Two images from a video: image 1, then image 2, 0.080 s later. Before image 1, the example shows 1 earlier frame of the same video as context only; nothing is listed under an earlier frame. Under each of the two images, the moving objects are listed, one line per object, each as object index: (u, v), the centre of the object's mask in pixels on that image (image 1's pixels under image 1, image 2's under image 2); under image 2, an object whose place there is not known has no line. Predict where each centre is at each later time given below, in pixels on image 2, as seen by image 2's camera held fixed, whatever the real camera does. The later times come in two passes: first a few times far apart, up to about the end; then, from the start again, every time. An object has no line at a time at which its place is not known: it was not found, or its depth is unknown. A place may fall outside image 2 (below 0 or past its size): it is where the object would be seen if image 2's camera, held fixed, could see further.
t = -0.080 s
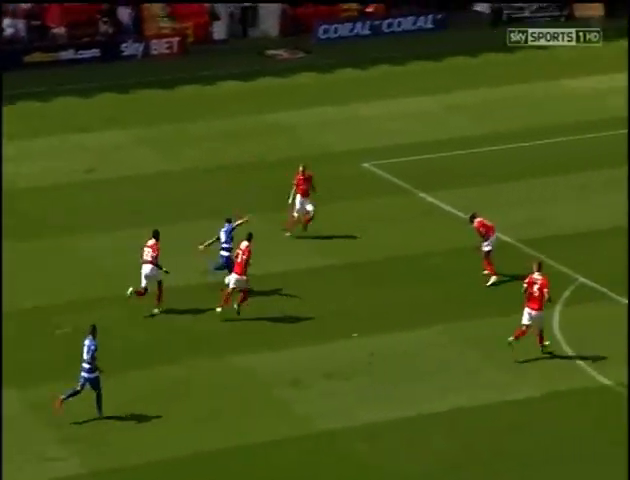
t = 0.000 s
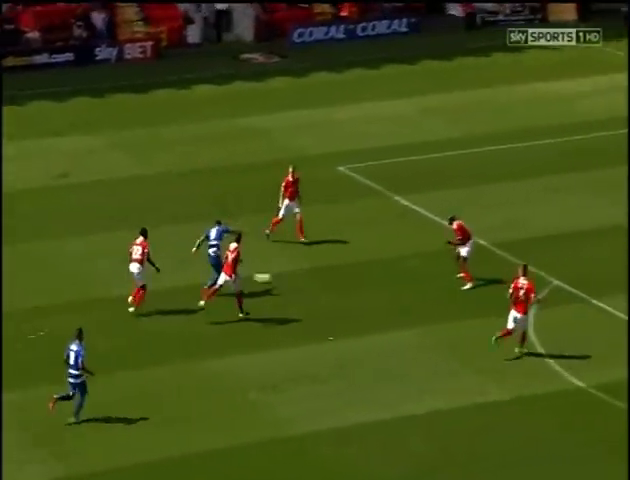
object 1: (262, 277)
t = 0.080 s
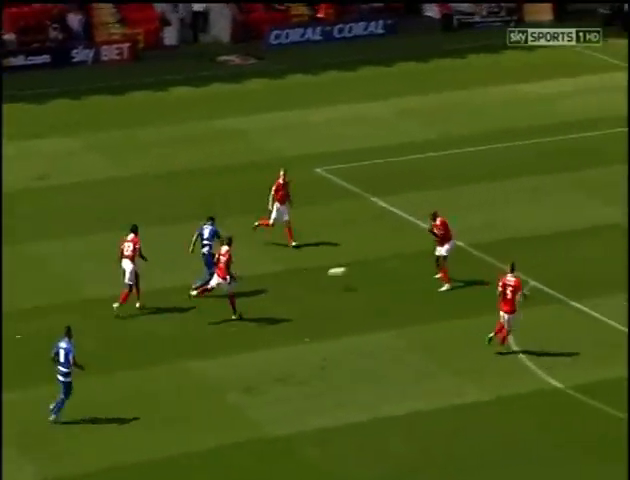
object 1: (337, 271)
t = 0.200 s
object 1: (475, 262)
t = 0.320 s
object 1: (605, 258)
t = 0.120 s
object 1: (383, 268)
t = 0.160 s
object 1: (429, 265)
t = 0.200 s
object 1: (475, 262)
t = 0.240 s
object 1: (517, 261)
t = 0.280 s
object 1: (562, 259)
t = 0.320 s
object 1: (605, 258)
